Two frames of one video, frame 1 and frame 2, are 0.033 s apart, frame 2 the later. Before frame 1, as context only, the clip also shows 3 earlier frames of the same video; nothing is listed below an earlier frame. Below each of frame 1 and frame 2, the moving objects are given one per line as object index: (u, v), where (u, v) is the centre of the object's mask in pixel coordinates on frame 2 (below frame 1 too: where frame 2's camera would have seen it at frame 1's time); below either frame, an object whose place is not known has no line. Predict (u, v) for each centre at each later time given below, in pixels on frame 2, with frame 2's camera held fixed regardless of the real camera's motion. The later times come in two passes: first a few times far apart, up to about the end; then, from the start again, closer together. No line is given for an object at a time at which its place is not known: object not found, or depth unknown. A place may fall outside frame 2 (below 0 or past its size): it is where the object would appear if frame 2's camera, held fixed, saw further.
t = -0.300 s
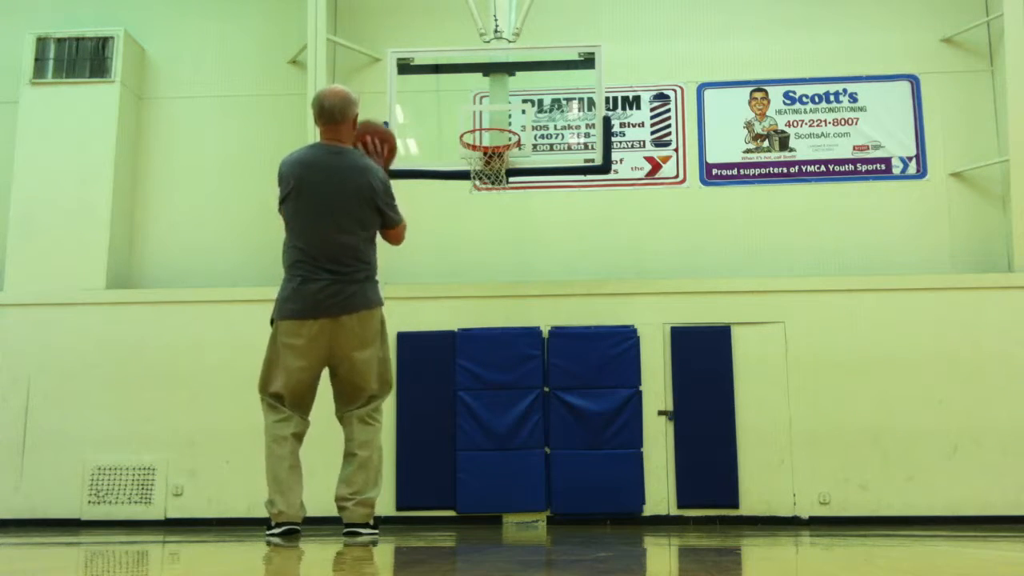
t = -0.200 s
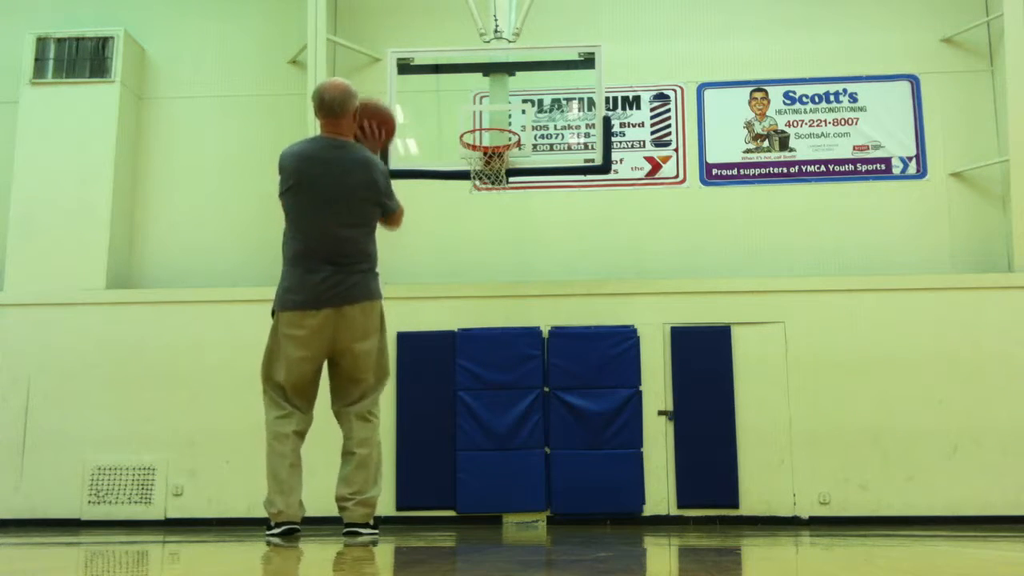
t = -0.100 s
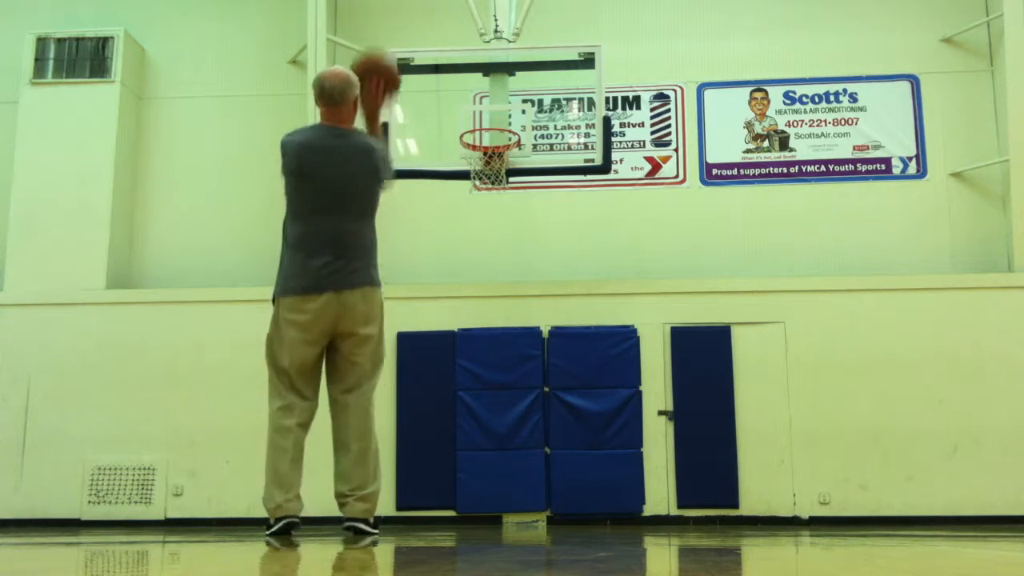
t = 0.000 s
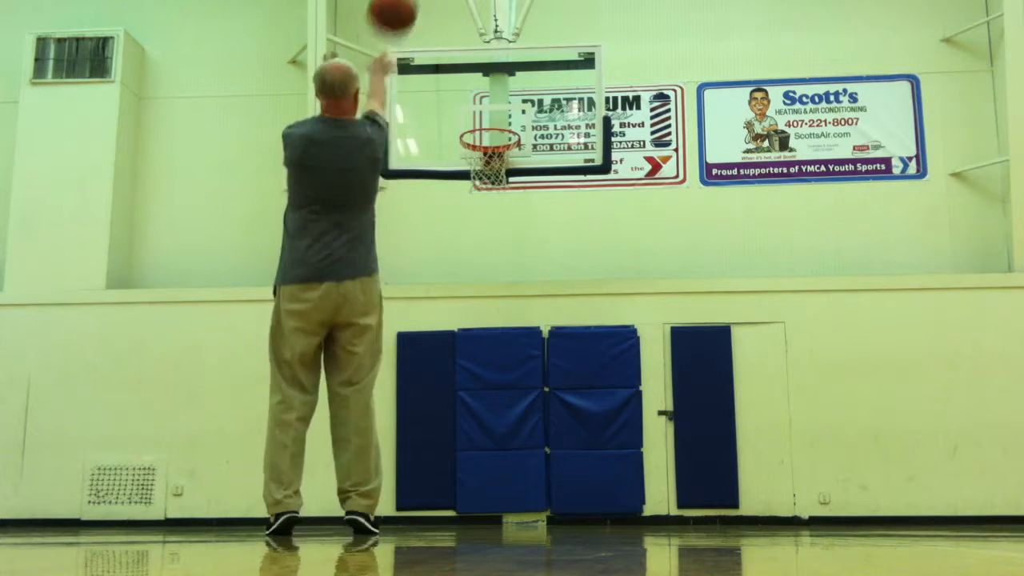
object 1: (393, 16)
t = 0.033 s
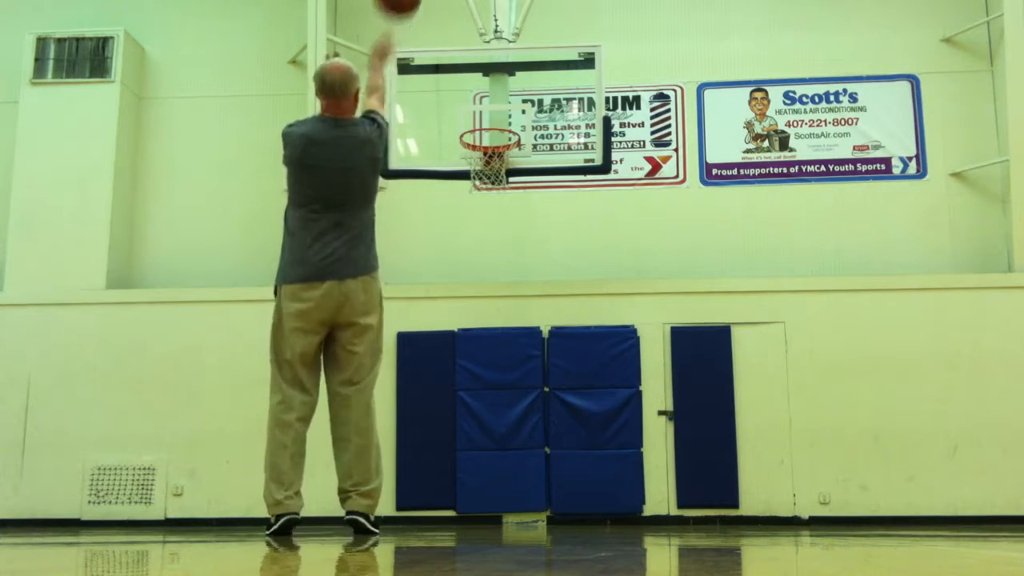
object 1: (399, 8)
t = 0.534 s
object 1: (458, 2)
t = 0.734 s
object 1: (473, 66)
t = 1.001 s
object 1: (510, 197)
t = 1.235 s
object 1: (561, 346)
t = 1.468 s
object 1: (608, 465)
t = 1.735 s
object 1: (640, 310)
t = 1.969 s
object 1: (671, 244)
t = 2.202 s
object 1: (708, 250)
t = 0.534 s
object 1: (458, 2)
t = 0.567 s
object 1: (461, 6)
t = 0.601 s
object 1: (464, 12)
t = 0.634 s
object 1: (466, 20)
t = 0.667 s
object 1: (468, 34)
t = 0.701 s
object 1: (471, 49)
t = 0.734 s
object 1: (473, 66)
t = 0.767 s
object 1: (475, 84)
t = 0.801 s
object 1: (477, 99)
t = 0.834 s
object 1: (479, 118)
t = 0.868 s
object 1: (481, 142)
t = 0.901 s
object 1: (489, 150)
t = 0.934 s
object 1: (496, 164)
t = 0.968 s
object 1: (502, 179)
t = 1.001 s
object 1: (510, 197)
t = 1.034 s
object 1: (516, 211)
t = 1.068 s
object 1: (523, 229)
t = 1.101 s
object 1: (530, 248)
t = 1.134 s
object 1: (537, 269)
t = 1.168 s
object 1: (545, 290)
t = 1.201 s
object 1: (552, 316)
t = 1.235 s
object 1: (561, 346)
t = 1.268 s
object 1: (568, 370)
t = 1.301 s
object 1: (575, 401)
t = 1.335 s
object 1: (585, 432)
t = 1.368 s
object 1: (592, 468)
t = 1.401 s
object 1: (600, 505)
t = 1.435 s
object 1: (604, 491)
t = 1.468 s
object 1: (608, 465)
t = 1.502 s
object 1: (612, 441)
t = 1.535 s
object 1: (616, 418)
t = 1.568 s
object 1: (621, 397)
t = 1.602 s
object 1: (624, 376)
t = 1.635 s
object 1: (627, 358)
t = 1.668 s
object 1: (631, 341)
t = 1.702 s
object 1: (636, 325)
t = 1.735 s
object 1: (640, 310)
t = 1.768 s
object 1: (644, 296)
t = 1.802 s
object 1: (649, 284)
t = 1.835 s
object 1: (654, 273)
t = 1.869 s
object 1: (657, 264)
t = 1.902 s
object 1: (662, 256)
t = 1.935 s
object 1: (667, 249)
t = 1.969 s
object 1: (671, 244)
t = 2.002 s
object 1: (676, 241)
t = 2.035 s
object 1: (681, 238)
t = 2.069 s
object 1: (686, 238)
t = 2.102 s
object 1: (691, 238)
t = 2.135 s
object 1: (697, 241)
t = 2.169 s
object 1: (702, 245)
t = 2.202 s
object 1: (708, 250)
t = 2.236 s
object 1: (713, 258)
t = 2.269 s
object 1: (719, 267)
